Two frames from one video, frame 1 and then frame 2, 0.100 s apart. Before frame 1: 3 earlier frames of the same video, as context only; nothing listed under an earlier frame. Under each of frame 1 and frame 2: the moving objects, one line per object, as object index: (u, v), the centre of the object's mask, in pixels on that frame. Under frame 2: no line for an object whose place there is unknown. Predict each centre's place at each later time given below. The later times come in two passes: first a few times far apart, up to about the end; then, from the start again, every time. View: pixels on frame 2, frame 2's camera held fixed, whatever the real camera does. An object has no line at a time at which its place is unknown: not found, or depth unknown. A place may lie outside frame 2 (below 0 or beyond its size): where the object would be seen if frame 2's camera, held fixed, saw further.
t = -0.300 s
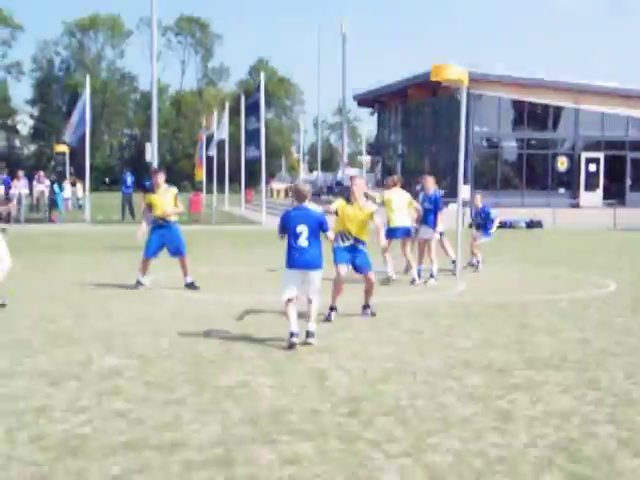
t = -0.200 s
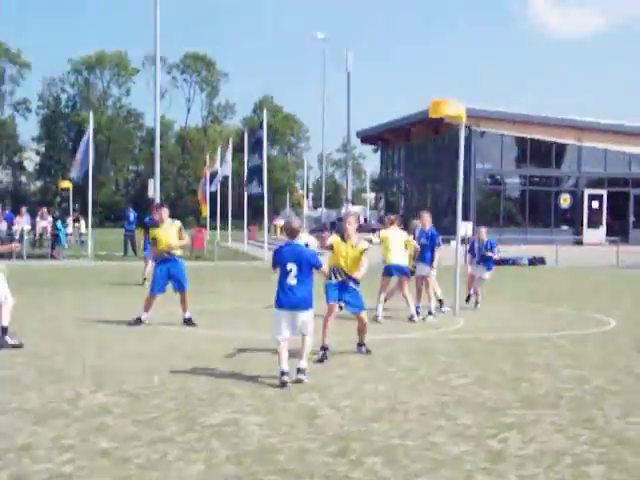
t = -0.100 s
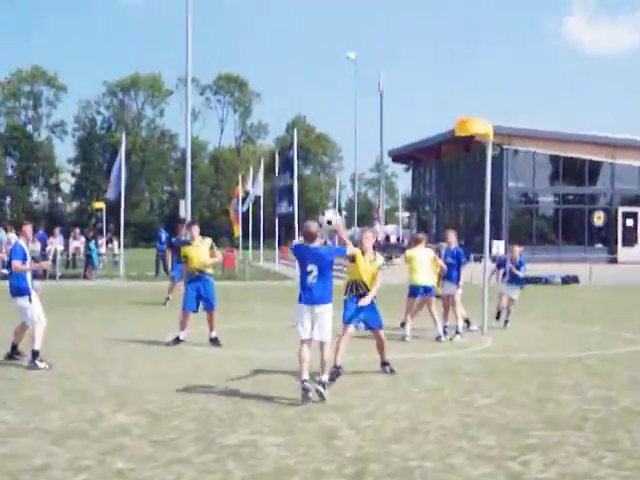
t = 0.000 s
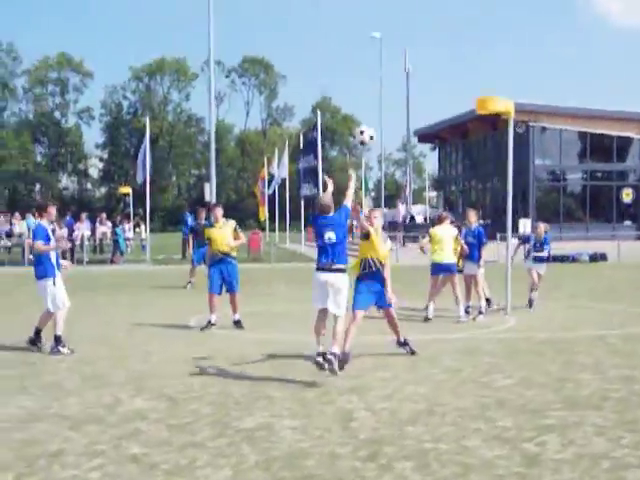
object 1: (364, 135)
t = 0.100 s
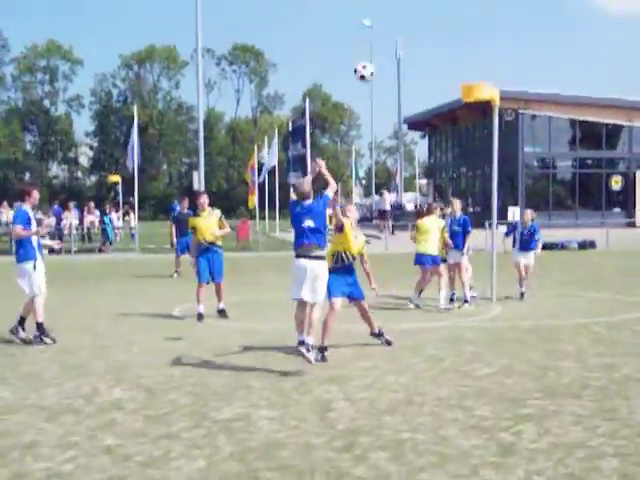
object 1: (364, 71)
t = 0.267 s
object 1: (381, 15)
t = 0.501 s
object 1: (404, -17)
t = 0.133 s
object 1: (368, 58)
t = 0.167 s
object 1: (371, 44)
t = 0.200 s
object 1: (373, 31)
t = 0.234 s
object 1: (377, 24)
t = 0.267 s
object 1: (381, 15)
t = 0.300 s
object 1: (384, 7)
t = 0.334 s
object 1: (388, 1)
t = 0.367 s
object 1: (392, -5)
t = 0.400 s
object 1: (394, -9)
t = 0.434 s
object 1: (397, -13)
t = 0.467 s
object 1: (400, -15)
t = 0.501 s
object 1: (404, -17)
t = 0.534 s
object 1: (407, -16)
